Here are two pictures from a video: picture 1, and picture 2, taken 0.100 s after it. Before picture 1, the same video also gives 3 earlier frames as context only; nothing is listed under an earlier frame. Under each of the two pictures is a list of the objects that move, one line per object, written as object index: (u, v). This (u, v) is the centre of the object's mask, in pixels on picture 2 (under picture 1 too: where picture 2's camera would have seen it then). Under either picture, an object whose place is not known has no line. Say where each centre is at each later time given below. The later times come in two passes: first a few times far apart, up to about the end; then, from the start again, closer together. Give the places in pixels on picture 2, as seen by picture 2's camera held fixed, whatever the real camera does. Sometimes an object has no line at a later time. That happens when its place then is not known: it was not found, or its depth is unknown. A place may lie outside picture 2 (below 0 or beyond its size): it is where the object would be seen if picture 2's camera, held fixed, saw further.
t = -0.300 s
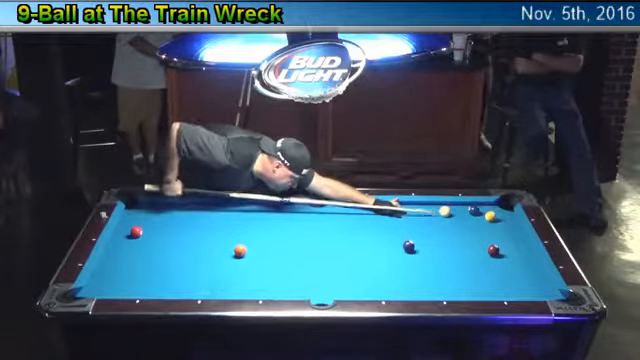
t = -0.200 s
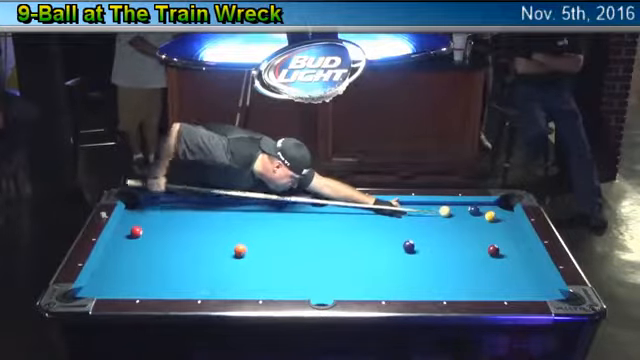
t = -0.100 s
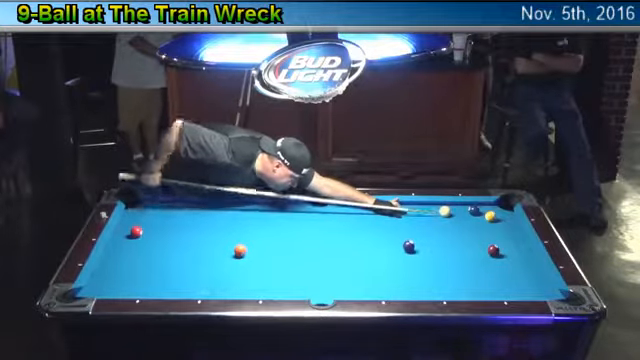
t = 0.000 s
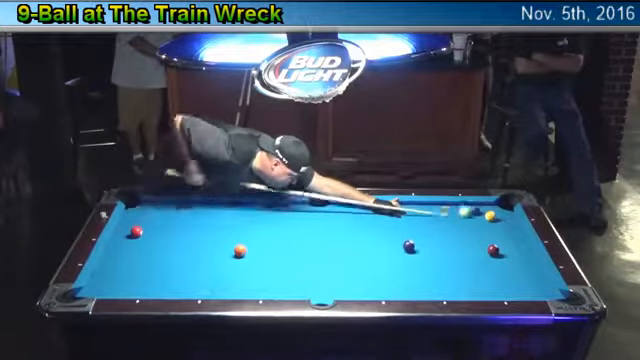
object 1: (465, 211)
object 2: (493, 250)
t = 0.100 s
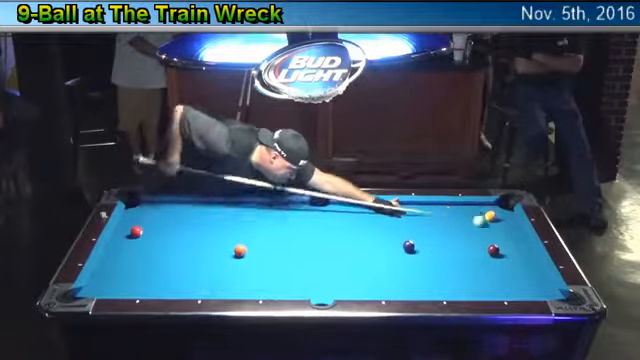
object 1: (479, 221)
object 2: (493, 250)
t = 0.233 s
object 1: (490, 232)
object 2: (493, 250)
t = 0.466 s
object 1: (483, 245)
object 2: (497, 257)
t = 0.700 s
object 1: (462, 248)
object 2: (503, 268)
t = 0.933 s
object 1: (441, 252)
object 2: (510, 280)
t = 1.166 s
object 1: (422, 256)
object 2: (518, 292)
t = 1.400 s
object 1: (402, 260)
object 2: (518, 287)
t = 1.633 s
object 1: (383, 263)
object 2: (516, 283)
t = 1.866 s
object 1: (365, 266)
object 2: (515, 278)
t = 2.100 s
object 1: (348, 268)
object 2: (513, 271)
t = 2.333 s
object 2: (512, 267)
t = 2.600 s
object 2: (510, 261)
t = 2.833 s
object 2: (510, 259)
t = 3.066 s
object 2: (508, 254)
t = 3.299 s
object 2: (508, 253)
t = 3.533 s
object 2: (507, 251)
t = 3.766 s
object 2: (507, 250)
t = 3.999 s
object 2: (506, 249)
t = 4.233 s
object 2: (506, 248)
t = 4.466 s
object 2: (506, 248)
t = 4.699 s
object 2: (506, 248)
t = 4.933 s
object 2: (506, 248)
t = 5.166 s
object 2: (506, 248)
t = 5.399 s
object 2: (506, 248)
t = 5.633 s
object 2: (506, 248)
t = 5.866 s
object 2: (506, 248)
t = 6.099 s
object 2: (506, 248)
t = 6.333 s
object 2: (506, 248)
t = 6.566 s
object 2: (506, 248)
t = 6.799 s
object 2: (506, 248)
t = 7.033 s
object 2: (506, 248)
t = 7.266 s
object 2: (506, 248)
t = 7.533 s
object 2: (506, 248)
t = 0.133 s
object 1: (481, 224)
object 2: (493, 250)
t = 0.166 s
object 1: (485, 227)
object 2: (493, 250)
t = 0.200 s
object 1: (488, 229)
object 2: (493, 250)
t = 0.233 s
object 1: (490, 232)
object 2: (493, 250)
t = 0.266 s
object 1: (490, 234)
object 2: (493, 250)
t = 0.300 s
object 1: (491, 237)
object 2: (493, 250)
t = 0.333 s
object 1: (491, 240)
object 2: (493, 250)
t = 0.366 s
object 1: (490, 242)
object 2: (494, 251)
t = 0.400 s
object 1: (489, 243)
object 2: (494, 252)
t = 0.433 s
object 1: (486, 244)
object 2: (494, 253)
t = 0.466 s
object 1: (483, 245)
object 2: (497, 257)
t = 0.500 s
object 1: (480, 246)
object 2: (498, 258)
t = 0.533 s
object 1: (477, 246)
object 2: (499, 260)
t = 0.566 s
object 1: (474, 247)
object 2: (499, 261)
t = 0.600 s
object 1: (471, 247)
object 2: (501, 263)
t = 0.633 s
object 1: (468, 248)
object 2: (502, 265)
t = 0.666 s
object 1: (465, 248)
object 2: (503, 267)
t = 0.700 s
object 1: (462, 248)
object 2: (503, 268)
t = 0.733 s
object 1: (459, 249)
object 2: (505, 270)
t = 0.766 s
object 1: (456, 250)
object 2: (505, 272)
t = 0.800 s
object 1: (453, 250)
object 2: (506, 274)
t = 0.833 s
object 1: (451, 251)
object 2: (507, 275)
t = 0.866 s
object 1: (448, 251)
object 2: (508, 277)
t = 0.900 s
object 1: (444, 251)
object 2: (509, 278)
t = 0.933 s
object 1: (441, 252)
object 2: (510, 280)
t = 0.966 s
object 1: (438, 253)
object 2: (511, 281)
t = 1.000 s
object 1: (435, 253)
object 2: (513, 284)
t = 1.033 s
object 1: (433, 254)
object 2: (514, 285)
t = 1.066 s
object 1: (430, 254)
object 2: (515, 287)
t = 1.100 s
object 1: (427, 255)
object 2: (515, 289)
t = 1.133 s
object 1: (425, 255)
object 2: (517, 290)
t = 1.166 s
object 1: (422, 256)
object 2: (518, 292)
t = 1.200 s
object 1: (419, 256)
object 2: (519, 293)
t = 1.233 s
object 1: (417, 257)
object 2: (519, 292)
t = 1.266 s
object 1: (413, 258)
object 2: (518, 292)
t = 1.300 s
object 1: (411, 258)
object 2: (519, 293)
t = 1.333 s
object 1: (407, 258)
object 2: (519, 292)
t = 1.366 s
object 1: (405, 259)
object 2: (519, 292)
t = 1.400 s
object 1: (402, 260)
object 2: (518, 287)
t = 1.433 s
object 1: (400, 261)
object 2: (518, 289)
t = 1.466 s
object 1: (396, 261)
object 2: (518, 289)
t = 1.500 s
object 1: (394, 262)
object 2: (518, 287)
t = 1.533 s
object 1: (392, 262)
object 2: (517, 286)
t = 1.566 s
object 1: (389, 262)
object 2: (517, 285)
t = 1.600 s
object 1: (387, 263)
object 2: (517, 284)
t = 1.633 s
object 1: (383, 263)
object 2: (516, 283)
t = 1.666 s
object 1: (381, 263)
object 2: (516, 282)
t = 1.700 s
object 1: (378, 264)
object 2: (516, 281)
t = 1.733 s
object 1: (376, 264)
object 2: (515, 280)
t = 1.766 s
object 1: (373, 264)
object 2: (515, 279)
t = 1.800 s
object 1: (370, 265)
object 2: (515, 279)
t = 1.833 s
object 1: (368, 265)
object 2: (515, 278)
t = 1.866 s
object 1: (365, 266)
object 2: (515, 278)
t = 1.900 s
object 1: (363, 266)
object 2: (514, 275)
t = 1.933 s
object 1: (360, 267)
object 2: (514, 275)
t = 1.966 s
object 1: (358, 267)
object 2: (514, 274)
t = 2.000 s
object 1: (355, 267)
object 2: (513, 272)
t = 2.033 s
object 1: (353, 268)
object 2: (513, 272)
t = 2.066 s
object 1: (350, 268)
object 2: (513, 272)
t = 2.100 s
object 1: (348, 268)
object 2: (513, 271)
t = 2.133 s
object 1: (345, 269)
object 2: (513, 270)
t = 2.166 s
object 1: (343, 269)
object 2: (513, 269)
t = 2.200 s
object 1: (341, 270)
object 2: (513, 269)
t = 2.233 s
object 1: (338, 270)
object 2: (512, 268)
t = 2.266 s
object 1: (336, 270)
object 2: (512, 268)
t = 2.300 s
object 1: (334, 271)
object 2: (512, 268)
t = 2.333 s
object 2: (512, 267)
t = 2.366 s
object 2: (512, 267)
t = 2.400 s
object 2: (511, 265)
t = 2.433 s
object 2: (511, 264)
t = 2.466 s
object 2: (511, 263)
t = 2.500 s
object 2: (511, 263)
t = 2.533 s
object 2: (510, 262)
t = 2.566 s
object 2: (510, 261)
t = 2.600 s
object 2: (510, 261)
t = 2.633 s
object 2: (510, 261)
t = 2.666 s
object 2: (510, 261)
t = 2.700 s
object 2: (510, 260)
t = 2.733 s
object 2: (510, 260)
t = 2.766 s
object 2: (510, 259)
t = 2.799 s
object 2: (510, 259)
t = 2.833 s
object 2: (510, 259)
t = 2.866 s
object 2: (510, 259)
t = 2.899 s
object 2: (510, 258)
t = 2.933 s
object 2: (510, 258)
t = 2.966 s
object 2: (510, 258)
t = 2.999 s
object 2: (510, 257)
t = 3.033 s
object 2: (509, 254)
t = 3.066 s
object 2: (508, 254)
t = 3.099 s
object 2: (508, 254)
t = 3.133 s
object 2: (508, 254)
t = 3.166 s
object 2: (508, 254)
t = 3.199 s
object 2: (508, 254)
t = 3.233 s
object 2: (508, 254)
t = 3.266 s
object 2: (508, 253)
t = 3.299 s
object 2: (508, 253)
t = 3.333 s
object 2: (508, 253)
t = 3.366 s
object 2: (508, 253)
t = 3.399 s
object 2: (508, 252)
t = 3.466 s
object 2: (507, 251)
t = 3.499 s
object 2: (507, 251)
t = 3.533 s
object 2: (507, 251)
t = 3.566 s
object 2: (507, 251)
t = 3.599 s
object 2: (507, 251)
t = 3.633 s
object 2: (507, 251)
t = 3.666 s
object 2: (507, 251)
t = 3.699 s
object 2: (507, 251)
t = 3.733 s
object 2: (507, 250)
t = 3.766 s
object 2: (507, 250)
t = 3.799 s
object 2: (507, 250)
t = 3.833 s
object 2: (507, 250)
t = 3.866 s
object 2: (506, 249)
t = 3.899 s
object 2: (506, 249)
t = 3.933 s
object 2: (507, 249)
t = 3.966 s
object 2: (506, 249)
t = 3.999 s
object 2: (506, 249)
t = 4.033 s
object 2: (506, 249)
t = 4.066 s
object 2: (506, 248)
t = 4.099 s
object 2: (506, 248)
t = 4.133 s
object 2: (506, 248)
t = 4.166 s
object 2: (506, 248)
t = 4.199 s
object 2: (506, 248)
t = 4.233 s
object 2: (506, 248)
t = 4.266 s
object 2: (506, 248)
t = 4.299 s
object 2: (506, 248)
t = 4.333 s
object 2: (506, 248)
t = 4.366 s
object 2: (506, 248)
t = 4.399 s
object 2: (506, 248)
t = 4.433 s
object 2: (506, 248)
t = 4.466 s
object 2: (506, 248)
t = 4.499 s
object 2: (506, 248)
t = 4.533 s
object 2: (506, 248)
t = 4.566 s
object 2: (506, 248)
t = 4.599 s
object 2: (506, 248)
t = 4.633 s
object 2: (506, 248)
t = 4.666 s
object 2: (506, 248)
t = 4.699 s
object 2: (506, 248)
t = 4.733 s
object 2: (506, 248)
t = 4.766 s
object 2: (506, 248)
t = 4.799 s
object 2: (506, 248)
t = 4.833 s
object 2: (506, 248)
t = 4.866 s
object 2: (506, 248)
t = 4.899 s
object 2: (506, 248)
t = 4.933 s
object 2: (506, 248)
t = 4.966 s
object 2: (506, 248)
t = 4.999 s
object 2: (506, 248)
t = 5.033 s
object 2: (506, 248)
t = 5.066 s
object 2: (506, 248)
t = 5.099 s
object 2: (506, 248)
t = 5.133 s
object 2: (506, 248)
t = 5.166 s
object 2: (506, 248)
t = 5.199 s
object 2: (506, 248)
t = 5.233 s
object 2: (506, 248)
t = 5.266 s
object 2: (506, 248)
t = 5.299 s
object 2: (506, 248)
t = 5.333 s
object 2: (506, 248)
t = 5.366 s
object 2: (506, 248)
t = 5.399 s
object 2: (506, 248)
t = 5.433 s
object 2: (506, 248)
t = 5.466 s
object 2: (506, 248)
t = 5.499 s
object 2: (506, 248)
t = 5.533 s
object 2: (506, 248)
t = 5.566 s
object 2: (506, 248)
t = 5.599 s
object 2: (506, 248)
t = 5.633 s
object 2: (506, 248)
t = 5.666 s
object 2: (506, 248)
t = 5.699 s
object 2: (506, 248)
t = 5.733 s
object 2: (506, 248)
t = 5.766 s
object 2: (506, 248)
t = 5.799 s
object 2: (506, 248)
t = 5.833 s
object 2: (506, 248)
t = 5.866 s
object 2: (506, 248)
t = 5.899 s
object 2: (506, 248)
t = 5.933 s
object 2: (506, 248)
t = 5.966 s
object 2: (506, 248)
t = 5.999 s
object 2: (506, 248)
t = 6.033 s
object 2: (506, 248)
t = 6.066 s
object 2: (506, 248)
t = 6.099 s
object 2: (506, 248)
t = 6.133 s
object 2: (506, 248)
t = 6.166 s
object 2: (506, 248)
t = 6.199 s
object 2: (506, 248)
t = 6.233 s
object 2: (506, 248)
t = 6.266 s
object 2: (506, 248)
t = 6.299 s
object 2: (506, 248)
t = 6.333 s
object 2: (506, 248)
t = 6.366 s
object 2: (506, 248)
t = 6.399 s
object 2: (506, 248)
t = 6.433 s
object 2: (506, 248)
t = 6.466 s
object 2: (506, 248)
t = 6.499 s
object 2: (506, 248)
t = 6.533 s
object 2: (506, 248)
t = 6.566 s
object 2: (506, 248)
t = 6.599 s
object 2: (506, 248)
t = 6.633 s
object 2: (506, 247)
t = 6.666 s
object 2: (506, 248)
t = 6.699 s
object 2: (506, 248)
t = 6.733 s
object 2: (506, 248)
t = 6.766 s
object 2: (506, 248)
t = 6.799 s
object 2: (506, 248)
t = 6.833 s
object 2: (506, 248)
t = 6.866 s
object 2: (506, 248)
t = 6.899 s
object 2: (506, 248)
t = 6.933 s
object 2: (506, 248)
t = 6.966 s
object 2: (506, 248)
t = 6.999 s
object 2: (506, 248)
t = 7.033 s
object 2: (506, 248)
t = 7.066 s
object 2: (506, 248)
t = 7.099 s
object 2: (506, 248)
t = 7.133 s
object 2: (506, 248)
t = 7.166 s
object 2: (506, 248)
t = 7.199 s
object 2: (506, 248)
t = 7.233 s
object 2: (506, 248)
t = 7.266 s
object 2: (506, 248)
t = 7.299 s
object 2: (506, 248)
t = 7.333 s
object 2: (506, 248)
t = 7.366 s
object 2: (506, 247)
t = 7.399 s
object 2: (506, 247)
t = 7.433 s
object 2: (506, 248)
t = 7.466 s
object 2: (506, 248)
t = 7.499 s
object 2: (506, 247)
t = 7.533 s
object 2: (506, 248)
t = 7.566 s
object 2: (506, 247)
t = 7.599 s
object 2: (506, 248)
